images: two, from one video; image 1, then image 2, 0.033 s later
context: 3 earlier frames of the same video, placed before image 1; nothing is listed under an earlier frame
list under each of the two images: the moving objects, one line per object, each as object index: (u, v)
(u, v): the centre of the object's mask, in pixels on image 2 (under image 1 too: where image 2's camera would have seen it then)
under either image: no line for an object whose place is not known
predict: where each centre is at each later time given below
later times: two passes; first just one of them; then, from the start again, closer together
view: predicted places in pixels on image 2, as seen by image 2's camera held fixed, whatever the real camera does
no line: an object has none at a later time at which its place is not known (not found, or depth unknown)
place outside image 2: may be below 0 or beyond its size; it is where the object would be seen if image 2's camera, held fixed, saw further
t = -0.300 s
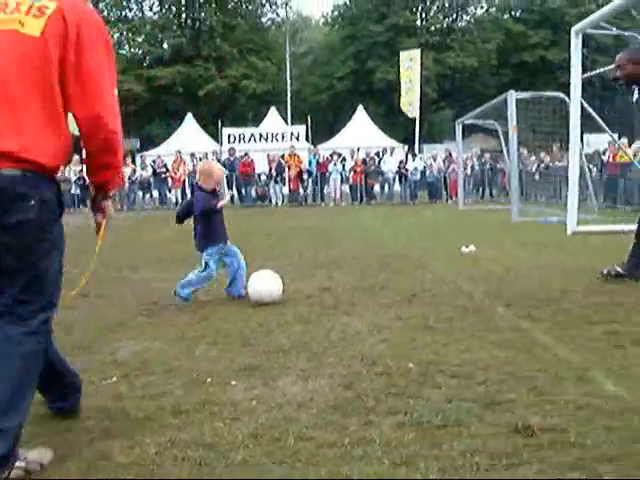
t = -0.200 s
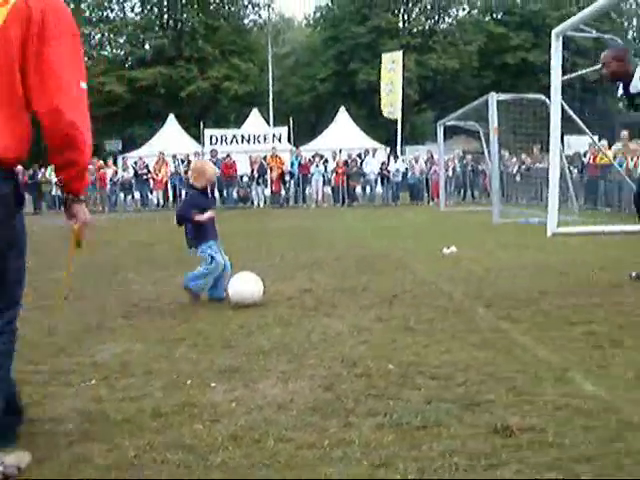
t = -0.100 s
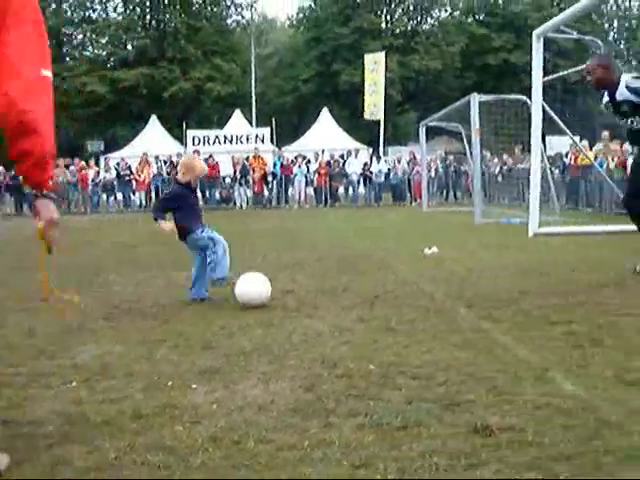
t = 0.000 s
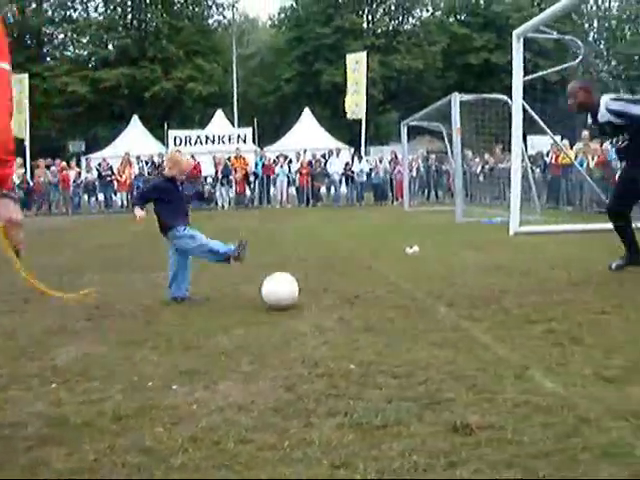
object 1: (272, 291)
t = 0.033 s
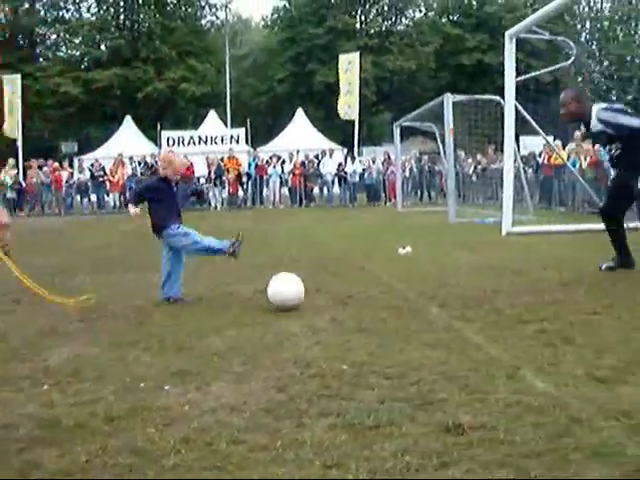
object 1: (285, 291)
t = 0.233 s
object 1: (348, 290)
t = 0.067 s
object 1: (299, 291)
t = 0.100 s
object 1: (310, 291)
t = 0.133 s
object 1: (321, 291)
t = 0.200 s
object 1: (340, 290)
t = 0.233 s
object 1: (348, 290)
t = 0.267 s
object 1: (356, 292)
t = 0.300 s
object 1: (365, 293)
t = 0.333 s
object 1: (373, 293)
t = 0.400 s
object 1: (390, 293)
